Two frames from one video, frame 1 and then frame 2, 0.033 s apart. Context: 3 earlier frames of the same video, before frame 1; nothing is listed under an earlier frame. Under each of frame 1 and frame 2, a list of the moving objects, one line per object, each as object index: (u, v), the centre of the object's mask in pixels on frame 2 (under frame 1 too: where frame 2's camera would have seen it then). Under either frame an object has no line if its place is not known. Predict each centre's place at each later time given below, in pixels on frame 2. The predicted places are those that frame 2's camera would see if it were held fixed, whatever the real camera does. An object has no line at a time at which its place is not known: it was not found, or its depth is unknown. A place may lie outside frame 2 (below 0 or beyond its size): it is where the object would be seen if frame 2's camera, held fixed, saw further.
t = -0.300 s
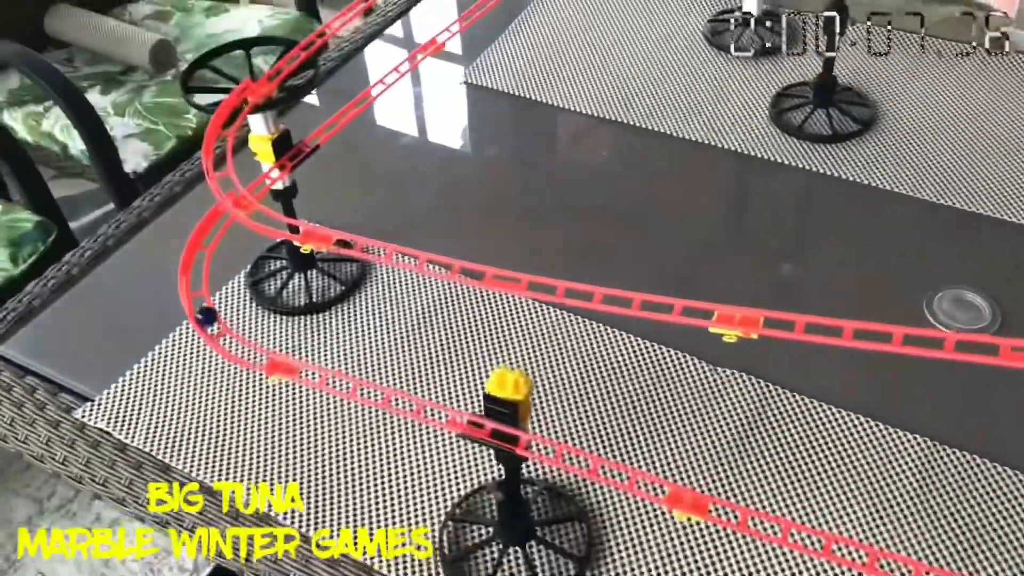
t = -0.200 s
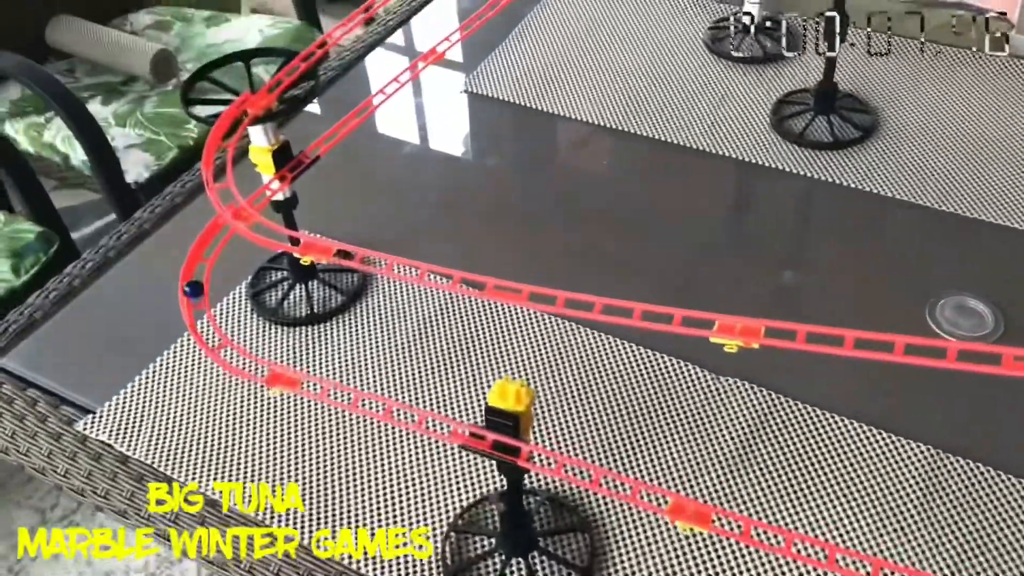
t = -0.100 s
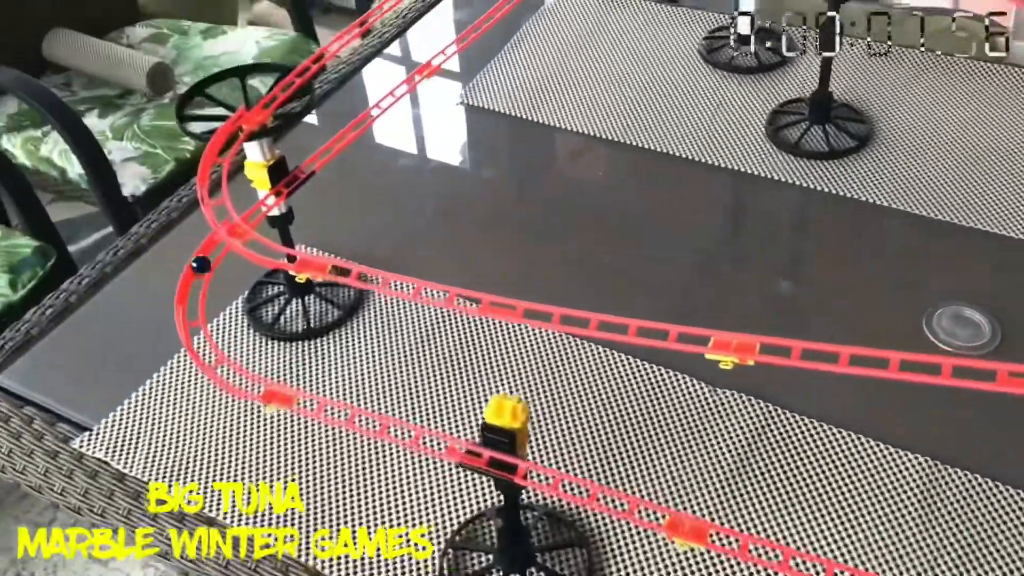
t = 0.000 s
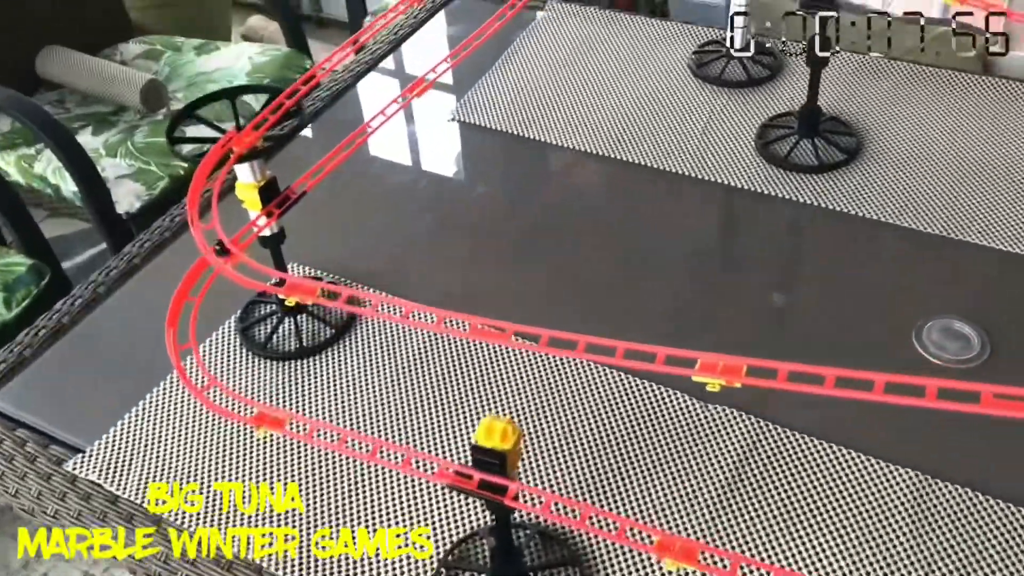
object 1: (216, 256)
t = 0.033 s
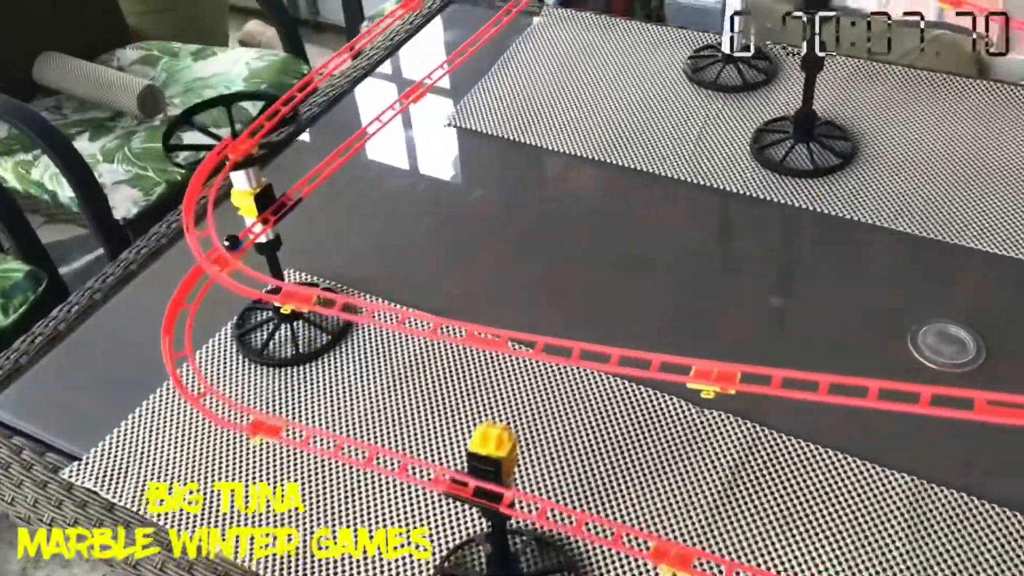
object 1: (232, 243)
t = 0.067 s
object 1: (244, 232)
